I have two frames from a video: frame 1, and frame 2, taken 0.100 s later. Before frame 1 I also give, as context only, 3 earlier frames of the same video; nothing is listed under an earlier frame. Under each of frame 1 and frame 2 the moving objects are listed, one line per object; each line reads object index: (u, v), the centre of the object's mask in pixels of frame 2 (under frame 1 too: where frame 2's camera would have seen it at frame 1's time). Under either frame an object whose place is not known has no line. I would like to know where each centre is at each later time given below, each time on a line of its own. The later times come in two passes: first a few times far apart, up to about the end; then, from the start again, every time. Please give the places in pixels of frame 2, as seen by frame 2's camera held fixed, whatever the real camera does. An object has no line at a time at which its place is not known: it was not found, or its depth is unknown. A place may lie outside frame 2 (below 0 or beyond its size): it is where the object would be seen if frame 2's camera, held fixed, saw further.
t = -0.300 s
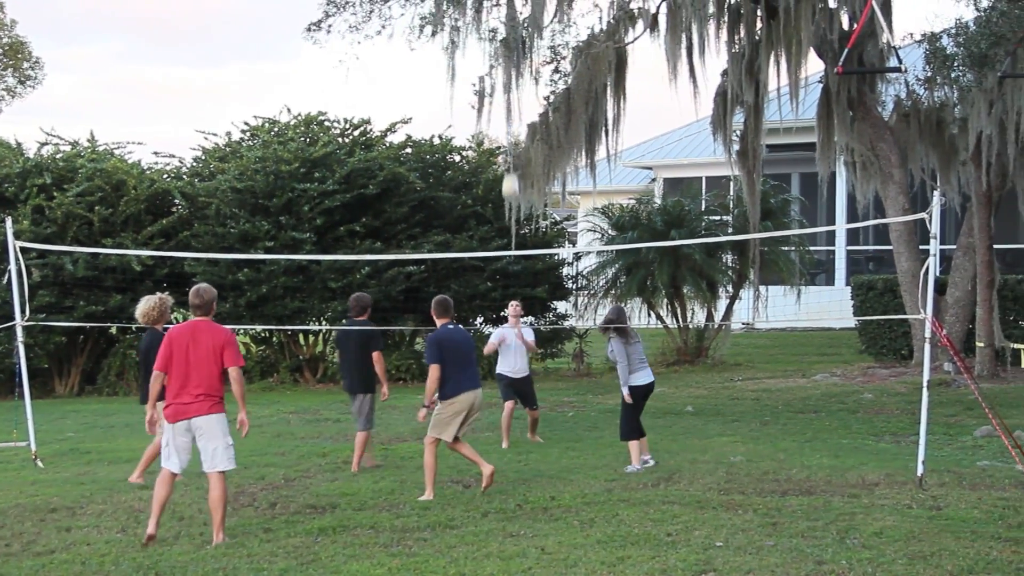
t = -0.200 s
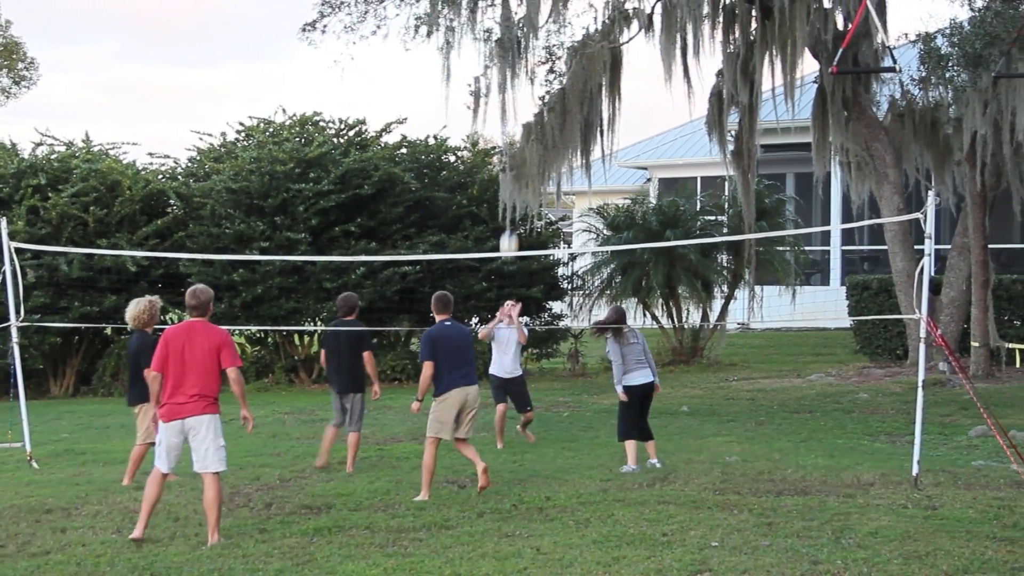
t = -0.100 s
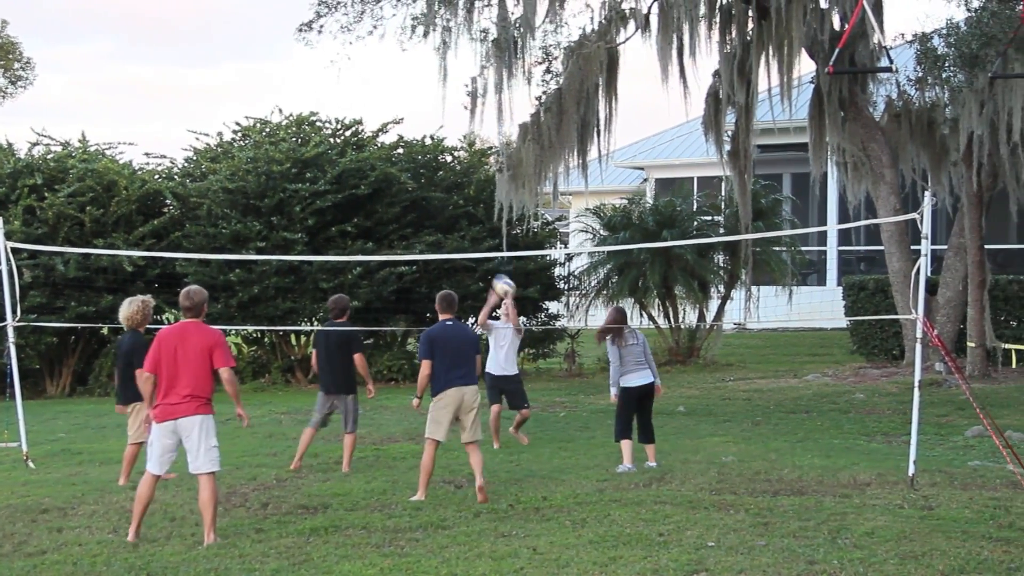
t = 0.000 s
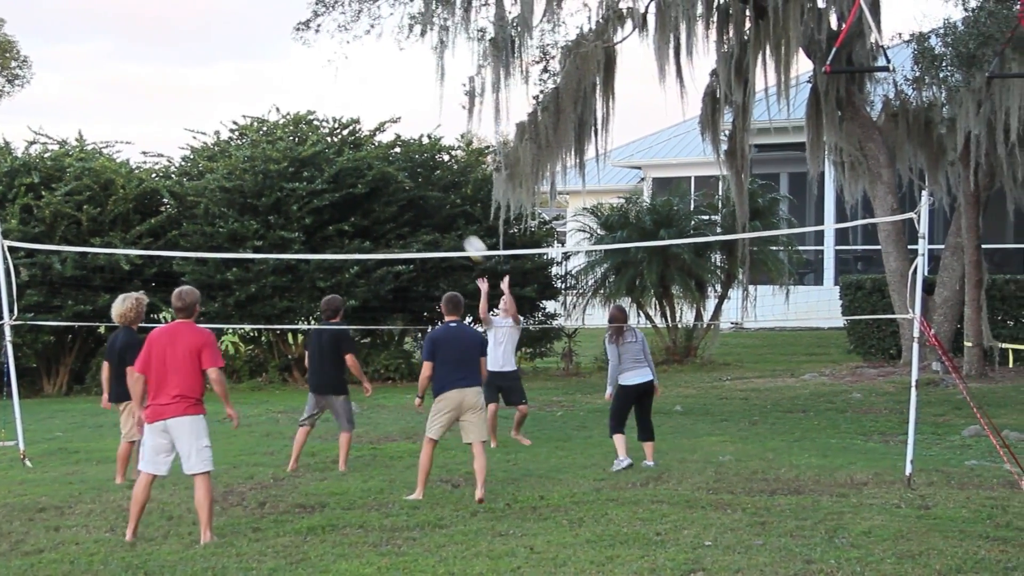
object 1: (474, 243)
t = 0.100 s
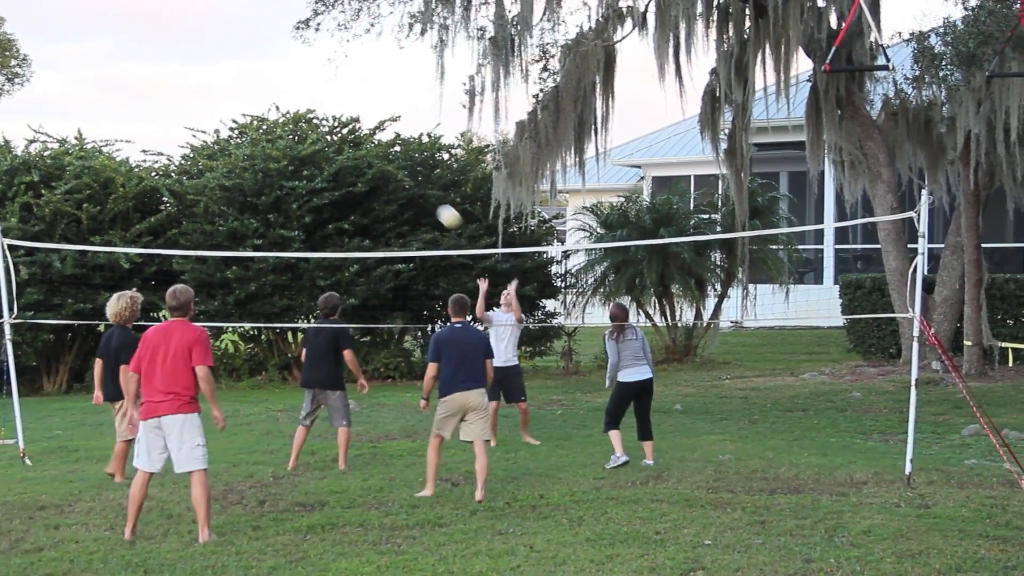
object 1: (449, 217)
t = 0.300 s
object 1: (395, 182)
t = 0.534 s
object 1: (330, 186)
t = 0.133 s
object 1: (440, 208)
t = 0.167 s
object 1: (431, 201)
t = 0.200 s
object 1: (422, 195)
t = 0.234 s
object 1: (413, 189)
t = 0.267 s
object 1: (404, 185)
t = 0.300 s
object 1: (395, 182)
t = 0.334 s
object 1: (386, 180)
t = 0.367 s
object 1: (377, 178)
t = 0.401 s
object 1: (368, 178)
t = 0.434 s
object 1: (358, 178)
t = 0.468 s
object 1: (349, 180)
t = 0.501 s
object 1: (340, 183)
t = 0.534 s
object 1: (330, 186)
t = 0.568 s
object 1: (320, 191)
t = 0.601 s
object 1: (311, 197)
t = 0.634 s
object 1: (302, 204)
